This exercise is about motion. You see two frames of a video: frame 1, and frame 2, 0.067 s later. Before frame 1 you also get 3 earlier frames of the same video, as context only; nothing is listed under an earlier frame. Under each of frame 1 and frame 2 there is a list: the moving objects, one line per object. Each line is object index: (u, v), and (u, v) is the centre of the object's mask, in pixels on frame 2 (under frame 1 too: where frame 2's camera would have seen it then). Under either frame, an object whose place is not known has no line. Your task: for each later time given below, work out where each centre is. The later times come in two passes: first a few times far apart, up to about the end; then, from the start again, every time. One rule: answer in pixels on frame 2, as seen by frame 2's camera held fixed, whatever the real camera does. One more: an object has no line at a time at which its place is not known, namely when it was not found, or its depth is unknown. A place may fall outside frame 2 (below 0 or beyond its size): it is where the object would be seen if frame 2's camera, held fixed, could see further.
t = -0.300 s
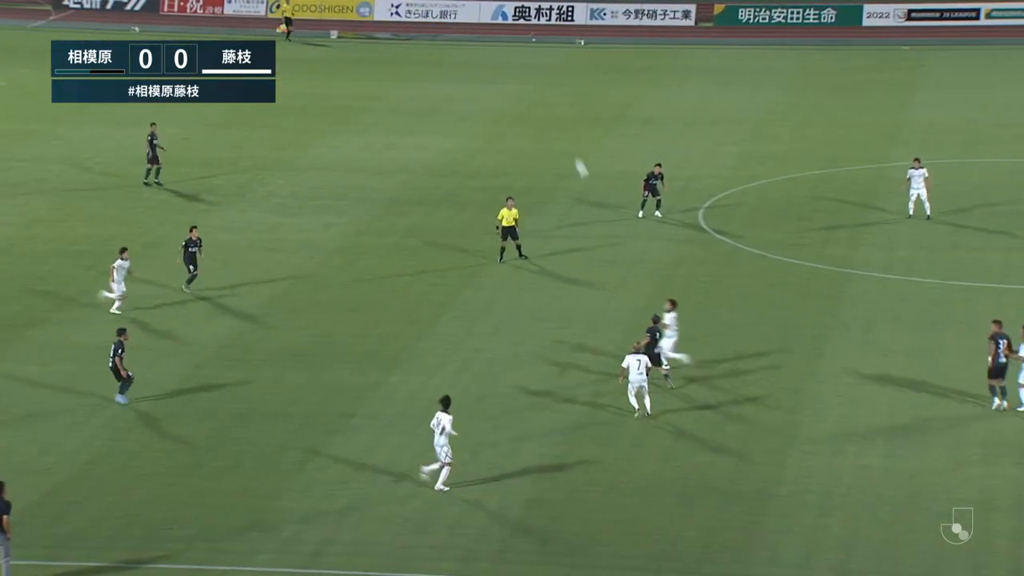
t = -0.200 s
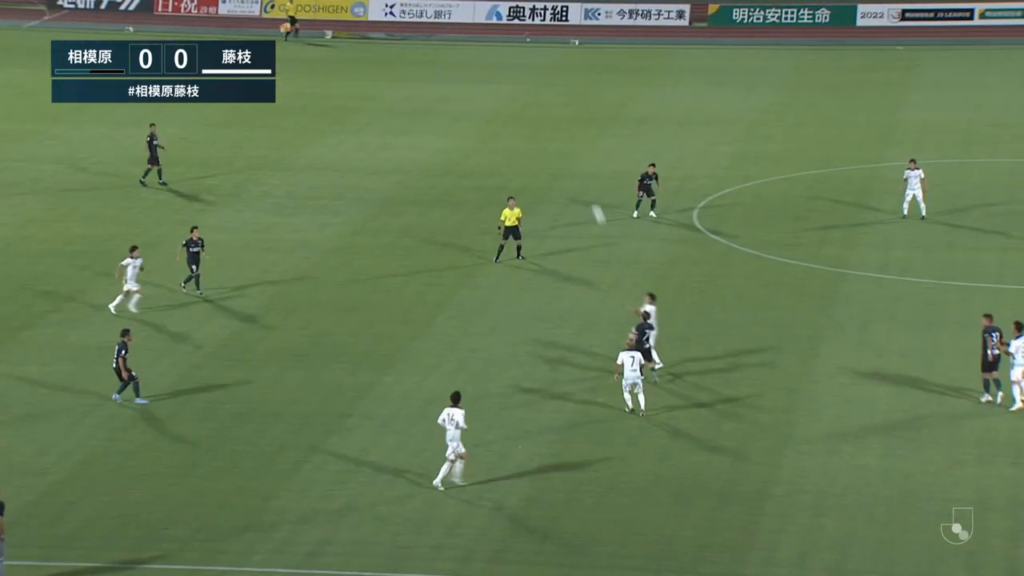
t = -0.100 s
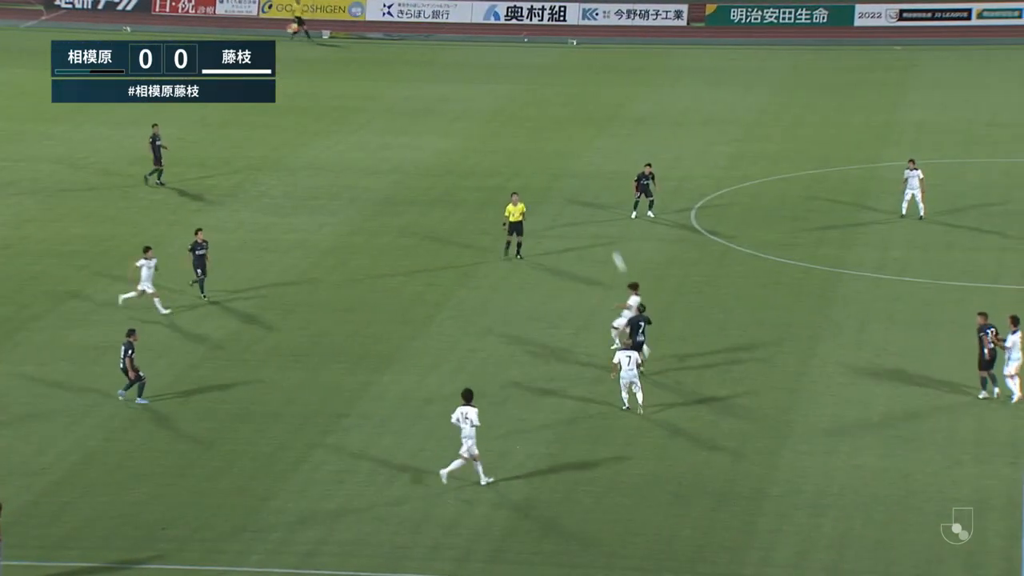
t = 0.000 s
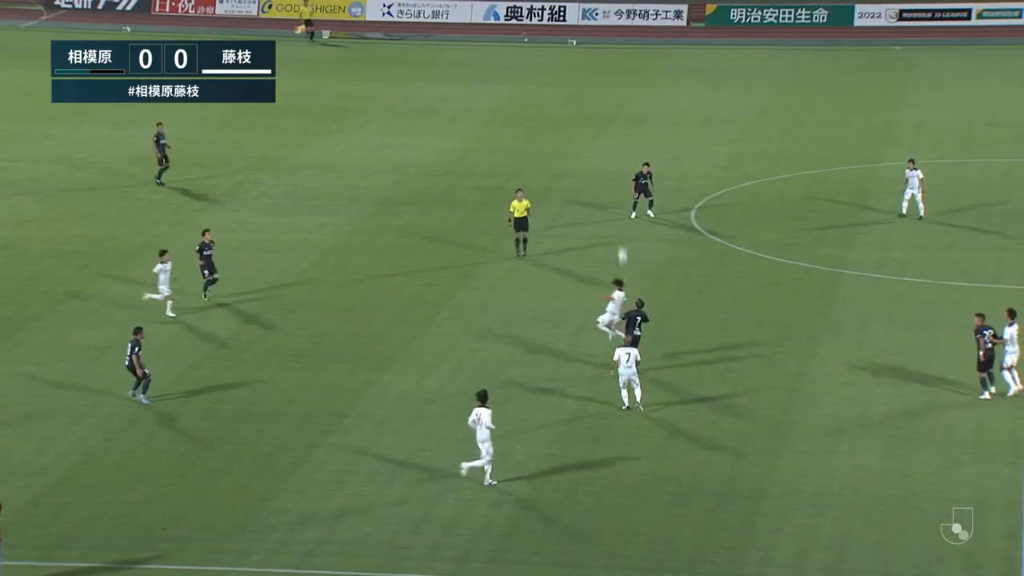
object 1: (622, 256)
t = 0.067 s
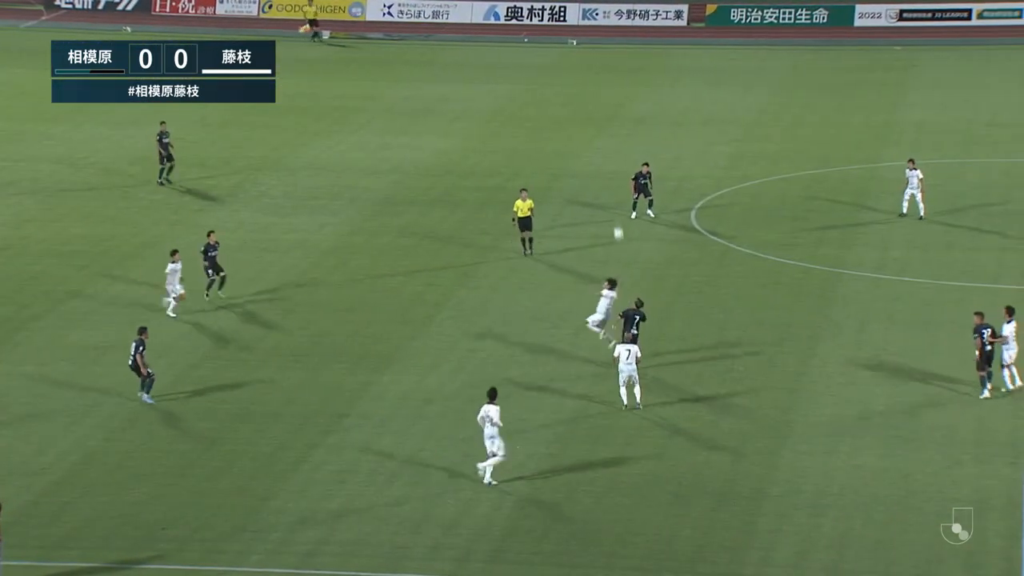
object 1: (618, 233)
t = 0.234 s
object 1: (607, 186)
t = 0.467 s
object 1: (590, 148)
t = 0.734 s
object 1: (570, 137)
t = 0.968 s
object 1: (552, 154)
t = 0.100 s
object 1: (616, 222)
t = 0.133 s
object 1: (613, 212)
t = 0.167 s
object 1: (611, 203)
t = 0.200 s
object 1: (609, 194)
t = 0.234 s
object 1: (607, 186)
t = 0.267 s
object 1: (605, 179)
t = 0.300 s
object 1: (602, 172)
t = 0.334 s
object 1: (600, 167)
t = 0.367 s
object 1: (597, 161)
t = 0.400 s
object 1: (595, 156)
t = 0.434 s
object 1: (593, 151)
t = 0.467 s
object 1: (590, 148)
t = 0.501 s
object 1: (588, 145)
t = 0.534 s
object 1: (585, 142)
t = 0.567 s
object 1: (583, 140)
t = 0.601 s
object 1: (580, 139)
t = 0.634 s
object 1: (577, 138)
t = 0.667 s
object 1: (576, 137)
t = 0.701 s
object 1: (573, 137)
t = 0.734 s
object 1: (570, 137)
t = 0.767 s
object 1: (568, 138)
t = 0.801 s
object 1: (565, 140)
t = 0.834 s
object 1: (563, 142)
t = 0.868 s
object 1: (560, 144)
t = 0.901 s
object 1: (558, 147)
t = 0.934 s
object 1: (555, 150)
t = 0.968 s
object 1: (552, 154)
